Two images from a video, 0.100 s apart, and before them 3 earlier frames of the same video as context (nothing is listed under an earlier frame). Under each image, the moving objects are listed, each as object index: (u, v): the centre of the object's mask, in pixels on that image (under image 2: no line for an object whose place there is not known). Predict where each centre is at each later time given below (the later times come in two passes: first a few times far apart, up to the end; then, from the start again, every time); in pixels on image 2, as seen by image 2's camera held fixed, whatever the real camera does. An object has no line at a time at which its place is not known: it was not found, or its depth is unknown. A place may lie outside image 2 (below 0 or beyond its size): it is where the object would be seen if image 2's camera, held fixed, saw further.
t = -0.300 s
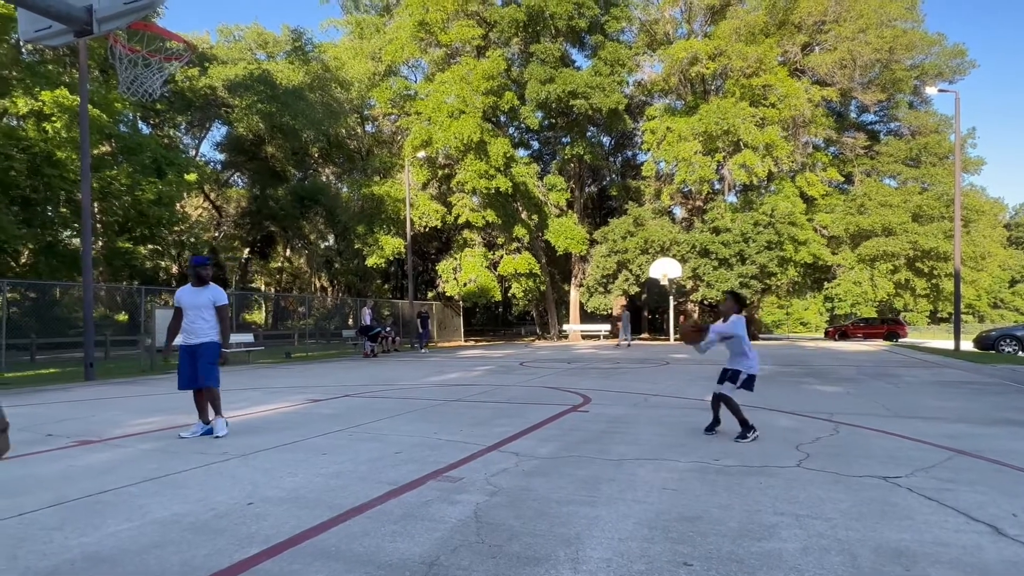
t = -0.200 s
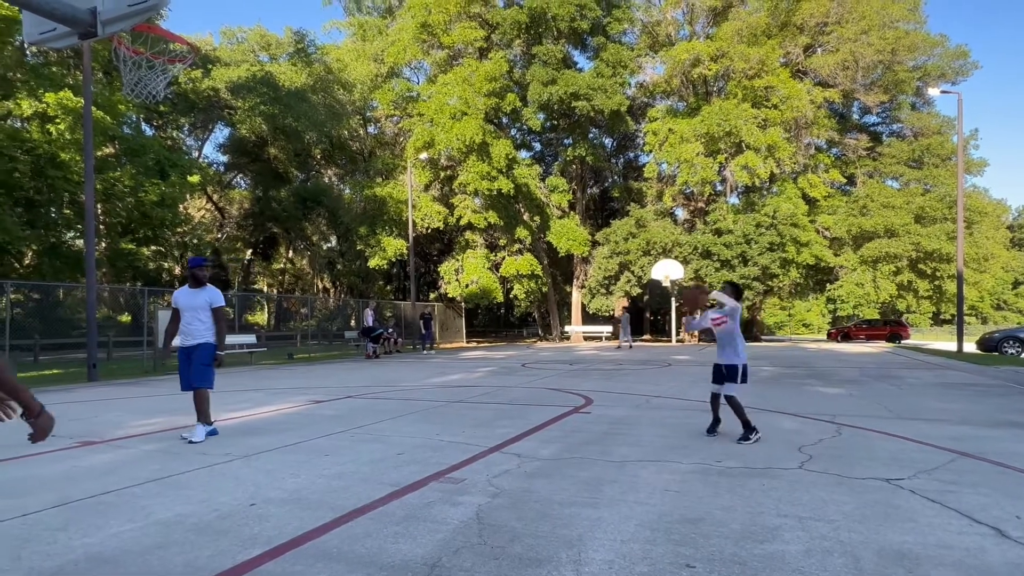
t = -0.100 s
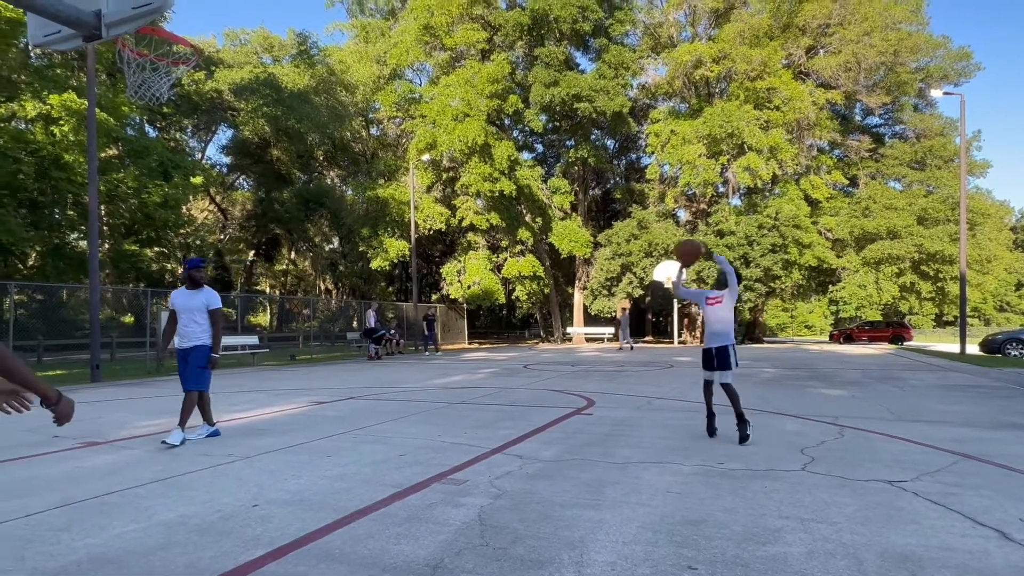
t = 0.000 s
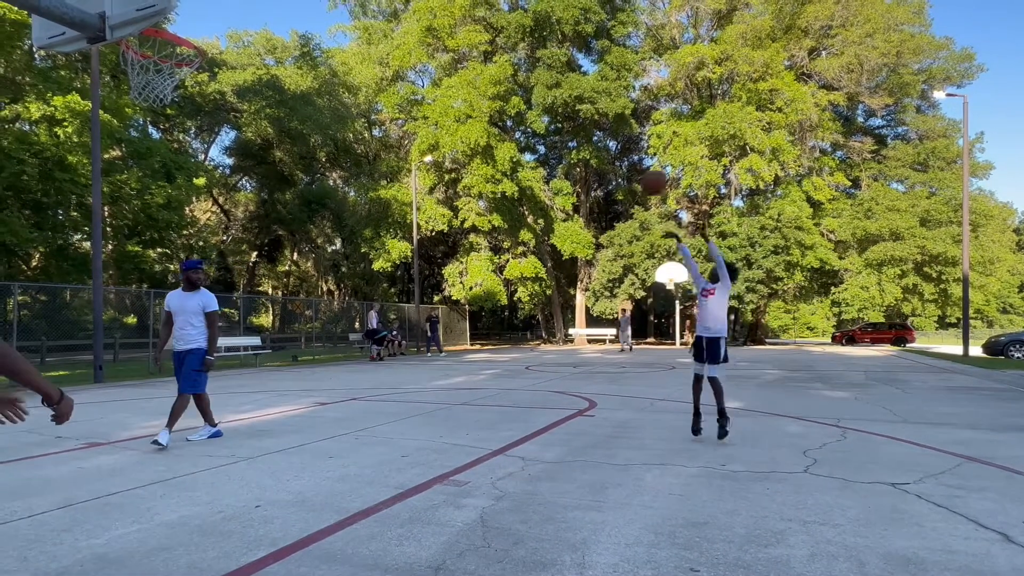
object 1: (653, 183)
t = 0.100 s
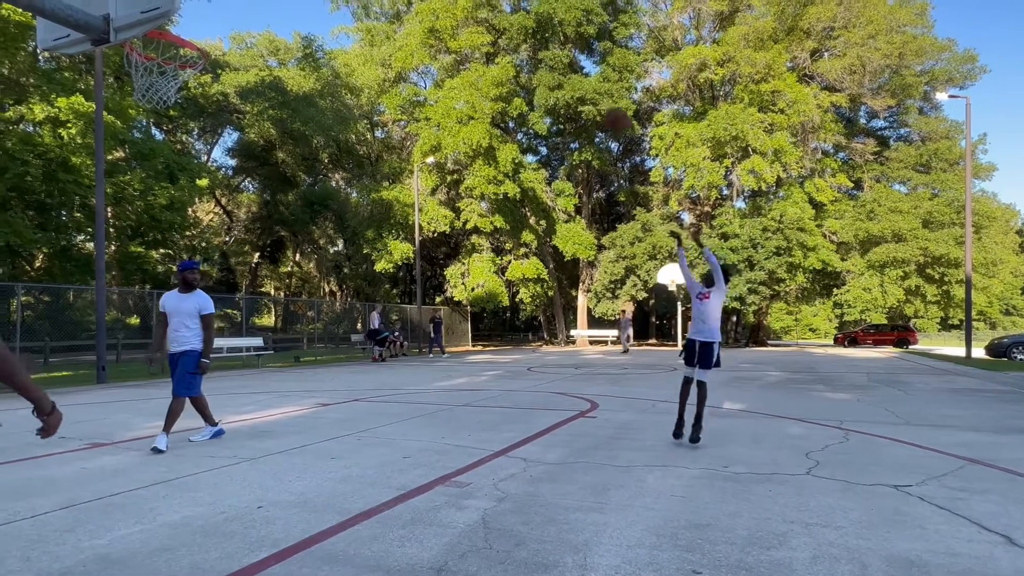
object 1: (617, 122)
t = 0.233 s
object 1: (561, 52)
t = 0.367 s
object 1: (502, 4)
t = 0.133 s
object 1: (603, 102)
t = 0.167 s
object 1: (588, 84)
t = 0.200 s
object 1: (574, 67)
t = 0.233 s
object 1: (561, 52)
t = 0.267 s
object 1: (547, 37)
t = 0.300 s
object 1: (531, 22)
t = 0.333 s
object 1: (517, 10)
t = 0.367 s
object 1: (502, 4)
